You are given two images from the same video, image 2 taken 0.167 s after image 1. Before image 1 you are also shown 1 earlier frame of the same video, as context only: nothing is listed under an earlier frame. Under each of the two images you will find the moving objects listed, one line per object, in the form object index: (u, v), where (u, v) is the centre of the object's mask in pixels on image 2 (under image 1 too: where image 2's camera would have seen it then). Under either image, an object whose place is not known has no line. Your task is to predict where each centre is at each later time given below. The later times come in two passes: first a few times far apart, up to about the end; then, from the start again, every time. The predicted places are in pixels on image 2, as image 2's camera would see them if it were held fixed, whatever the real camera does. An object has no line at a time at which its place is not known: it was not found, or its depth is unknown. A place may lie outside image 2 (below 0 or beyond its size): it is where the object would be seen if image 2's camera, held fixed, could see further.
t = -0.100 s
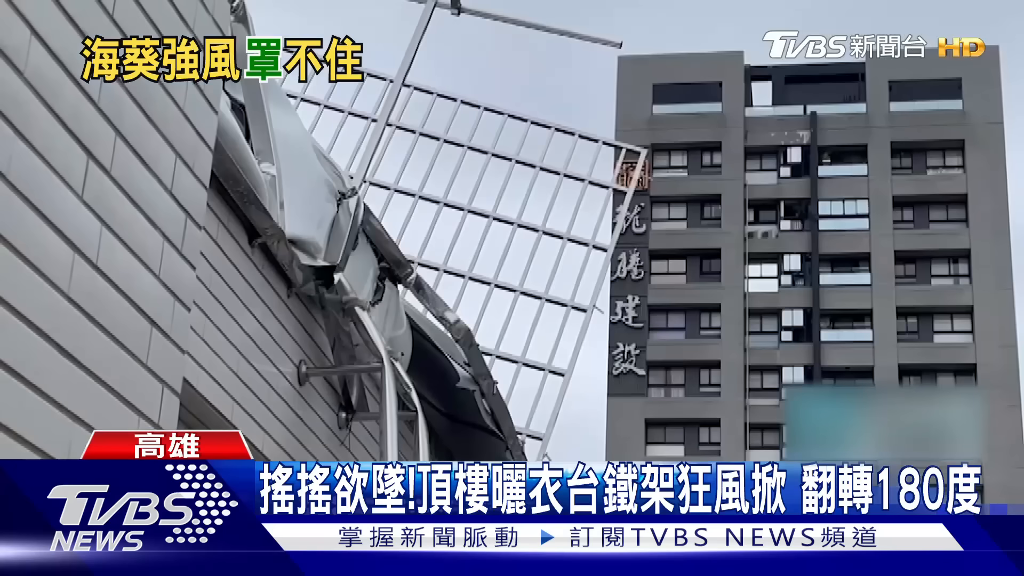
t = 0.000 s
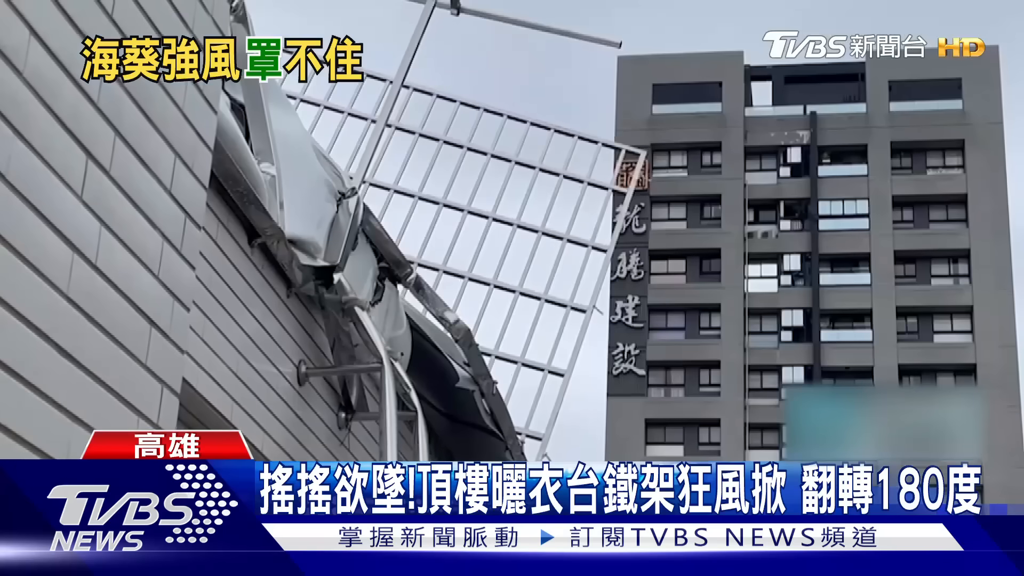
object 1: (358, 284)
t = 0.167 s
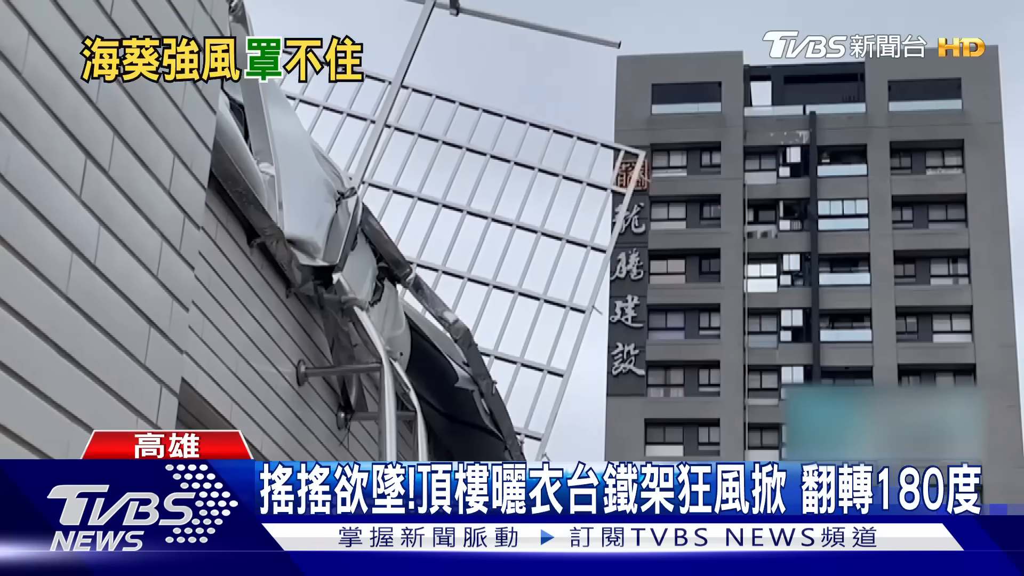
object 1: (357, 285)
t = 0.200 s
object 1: (357, 285)
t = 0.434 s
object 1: (356, 285)
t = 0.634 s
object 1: (356, 285)
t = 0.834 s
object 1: (355, 286)
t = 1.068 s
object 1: (355, 286)
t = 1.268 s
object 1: (356, 287)
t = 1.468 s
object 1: (357, 285)
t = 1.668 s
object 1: (362, 287)
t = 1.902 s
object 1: (369, 288)
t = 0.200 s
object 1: (357, 285)
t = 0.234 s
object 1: (357, 285)
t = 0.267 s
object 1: (357, 284)
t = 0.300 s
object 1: (357, 285)
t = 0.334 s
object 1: (357, 285)
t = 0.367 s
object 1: (357, 285)
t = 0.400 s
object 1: (357, 285)
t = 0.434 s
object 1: (356, 285)
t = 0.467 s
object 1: (356, 285)
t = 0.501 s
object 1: (356, 285)
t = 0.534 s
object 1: (356, 285)
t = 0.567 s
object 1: (356, 285)
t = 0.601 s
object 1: (356, 285)
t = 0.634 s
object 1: (356, 285)
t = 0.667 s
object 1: (356, 285)
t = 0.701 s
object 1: (355, 285)
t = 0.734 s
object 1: (355, 285)
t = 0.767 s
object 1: (355, 285)
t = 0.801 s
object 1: (355, 286)
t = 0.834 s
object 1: (355, 286)
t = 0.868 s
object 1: (355, 286)
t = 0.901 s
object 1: (355, 285)
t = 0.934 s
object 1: (355, 285)
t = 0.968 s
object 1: (355, 285)
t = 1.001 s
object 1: (355, 286)
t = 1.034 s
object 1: (355, 286)
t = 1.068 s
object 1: (355, 286)
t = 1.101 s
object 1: (355, 286)
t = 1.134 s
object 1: (355, 287)
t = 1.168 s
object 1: (355, 287)
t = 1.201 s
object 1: (355, 287)
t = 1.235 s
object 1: (355, 287)
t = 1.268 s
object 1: (356, 287)
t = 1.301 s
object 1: (356, 287)
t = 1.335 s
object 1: (356, 287)
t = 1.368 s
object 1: (356, 287)
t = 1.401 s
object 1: (356, 286)
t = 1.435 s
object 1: (357, 286)
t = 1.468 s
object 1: (357, 285)
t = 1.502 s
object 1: (357, 286)
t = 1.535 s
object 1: (358, 286)
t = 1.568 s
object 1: (359, 286)
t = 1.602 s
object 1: (360, 286)
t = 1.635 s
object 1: (361, 287)
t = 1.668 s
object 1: (362, 287)
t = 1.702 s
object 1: (363, 287)
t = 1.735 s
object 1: (364, 287)
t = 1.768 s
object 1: (365, 287)
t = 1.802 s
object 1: (366, 288)
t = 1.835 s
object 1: (367, 287)
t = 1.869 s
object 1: (368, 287)
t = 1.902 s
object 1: (369, 288)
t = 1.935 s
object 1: (370, 288)
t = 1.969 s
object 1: (371, 288)
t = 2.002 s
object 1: (372, 287)
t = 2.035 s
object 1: (373, 287)
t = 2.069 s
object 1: (374, 288)
